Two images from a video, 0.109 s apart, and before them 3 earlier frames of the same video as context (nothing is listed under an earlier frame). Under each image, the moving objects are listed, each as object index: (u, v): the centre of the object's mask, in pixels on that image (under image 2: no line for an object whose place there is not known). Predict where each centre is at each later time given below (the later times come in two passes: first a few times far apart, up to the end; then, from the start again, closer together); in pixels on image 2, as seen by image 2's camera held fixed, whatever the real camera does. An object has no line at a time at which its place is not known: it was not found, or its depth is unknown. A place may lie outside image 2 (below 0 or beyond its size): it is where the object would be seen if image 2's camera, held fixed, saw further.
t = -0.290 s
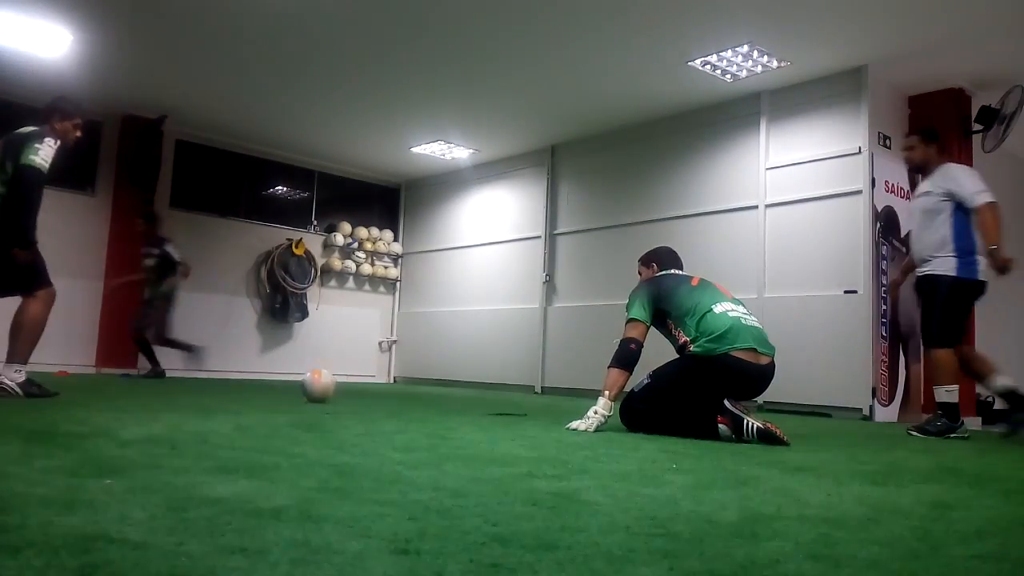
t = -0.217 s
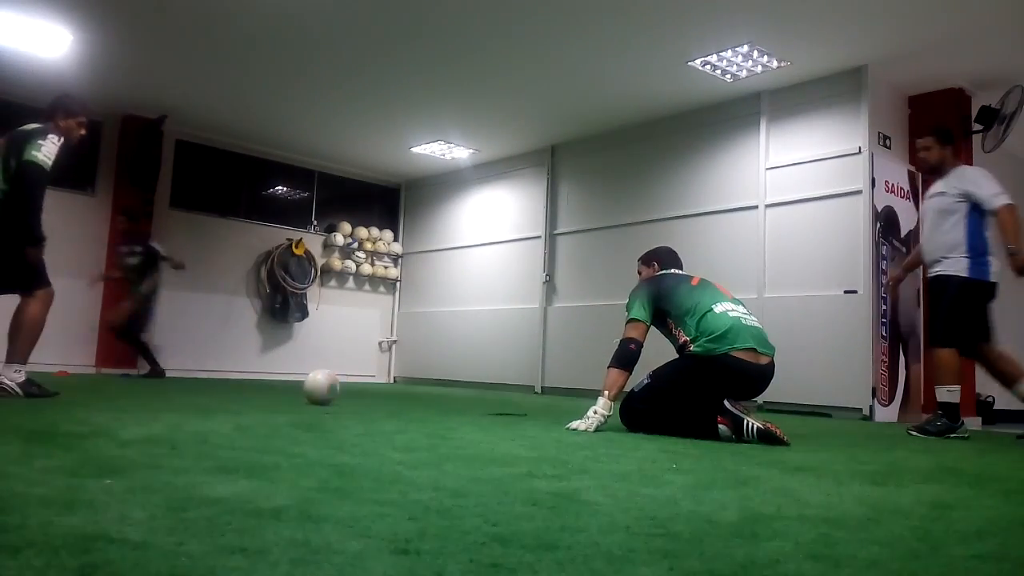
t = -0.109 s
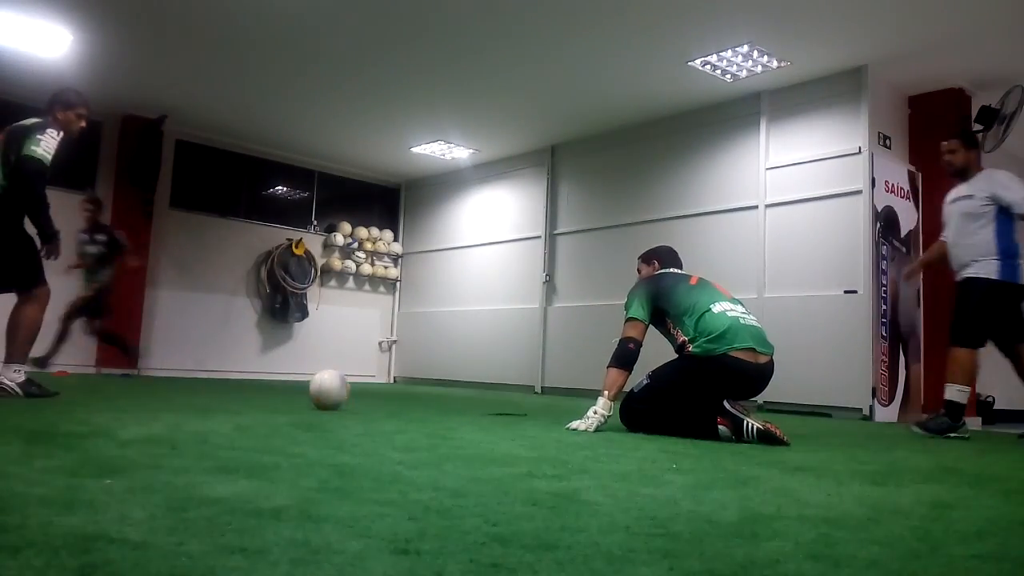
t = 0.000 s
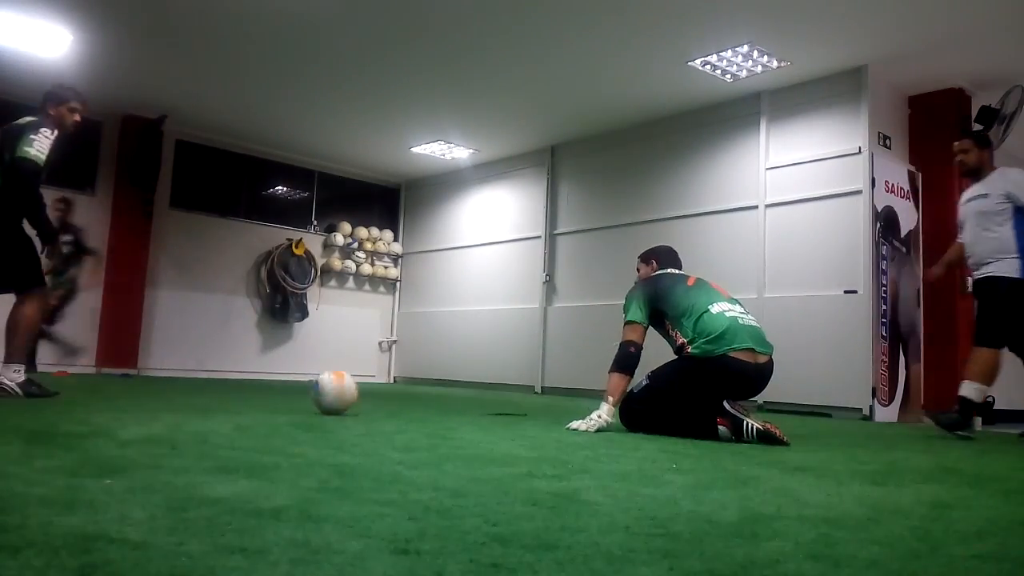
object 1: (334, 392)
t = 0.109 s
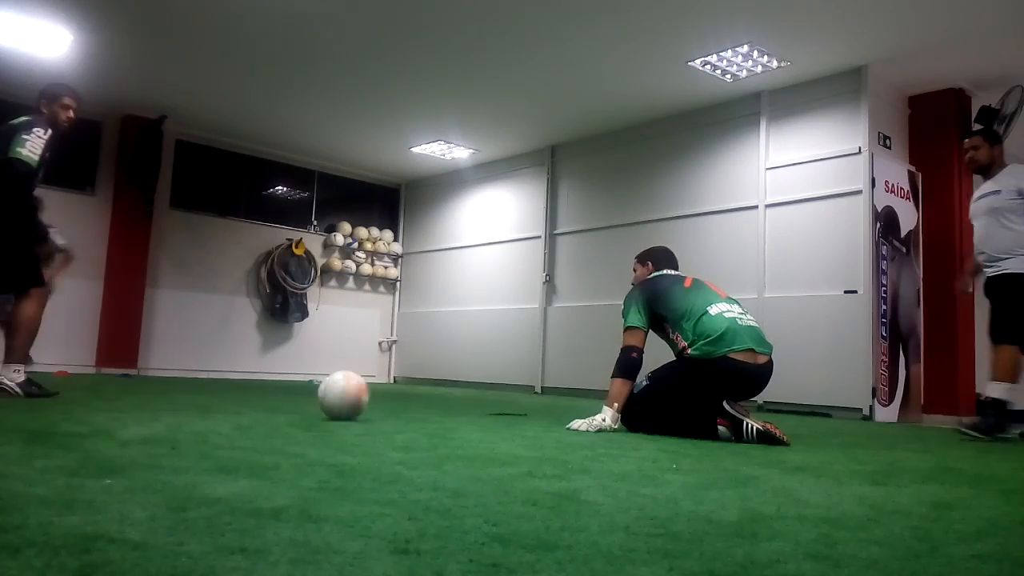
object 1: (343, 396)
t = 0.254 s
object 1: (357, 402)
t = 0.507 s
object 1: (409, 424)
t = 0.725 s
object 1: (543, 481)
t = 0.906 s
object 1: (875, 513)
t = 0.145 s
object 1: (346, 397)
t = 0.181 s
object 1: (349, 398)
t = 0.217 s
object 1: (353, 400)
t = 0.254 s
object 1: (357, 402)
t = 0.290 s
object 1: (366, 406)
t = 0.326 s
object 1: (371, 408)
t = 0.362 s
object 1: (377, 411)
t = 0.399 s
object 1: (385, 413)
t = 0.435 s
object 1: (393, 415)
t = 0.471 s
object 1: (401, 418)
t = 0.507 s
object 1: (409, 424)
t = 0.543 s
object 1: (420, 429)
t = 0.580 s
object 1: (433, 433)
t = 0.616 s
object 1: (448, 439)
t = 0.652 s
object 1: (465, 449)
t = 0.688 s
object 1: (487, 457)
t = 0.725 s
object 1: (543, 481)
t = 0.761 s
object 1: (585, 490)
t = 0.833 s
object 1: (708, 504)
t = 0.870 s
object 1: (800, 508)
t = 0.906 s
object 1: (875, 513)
